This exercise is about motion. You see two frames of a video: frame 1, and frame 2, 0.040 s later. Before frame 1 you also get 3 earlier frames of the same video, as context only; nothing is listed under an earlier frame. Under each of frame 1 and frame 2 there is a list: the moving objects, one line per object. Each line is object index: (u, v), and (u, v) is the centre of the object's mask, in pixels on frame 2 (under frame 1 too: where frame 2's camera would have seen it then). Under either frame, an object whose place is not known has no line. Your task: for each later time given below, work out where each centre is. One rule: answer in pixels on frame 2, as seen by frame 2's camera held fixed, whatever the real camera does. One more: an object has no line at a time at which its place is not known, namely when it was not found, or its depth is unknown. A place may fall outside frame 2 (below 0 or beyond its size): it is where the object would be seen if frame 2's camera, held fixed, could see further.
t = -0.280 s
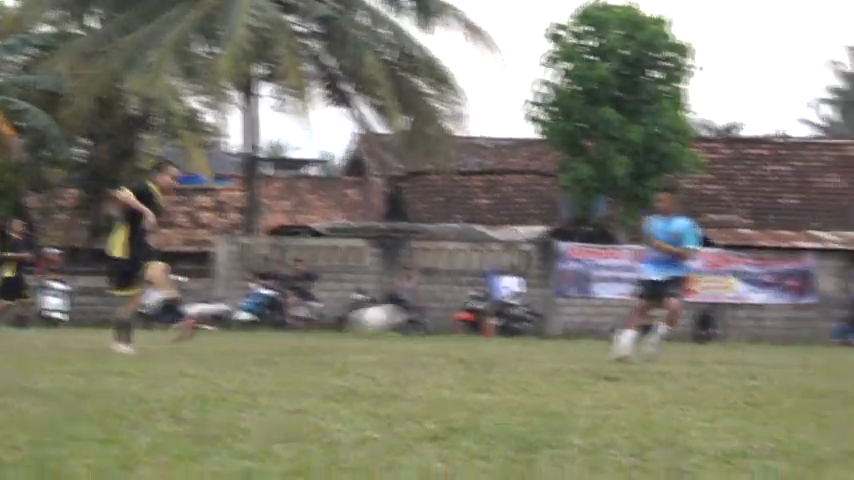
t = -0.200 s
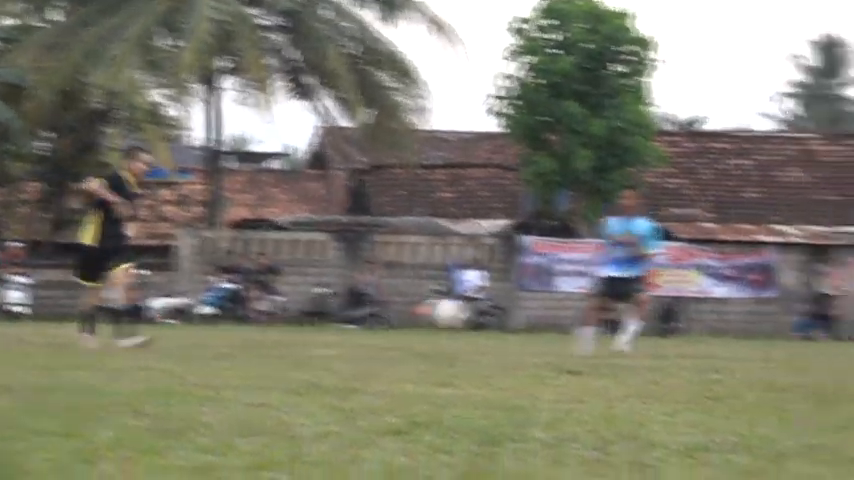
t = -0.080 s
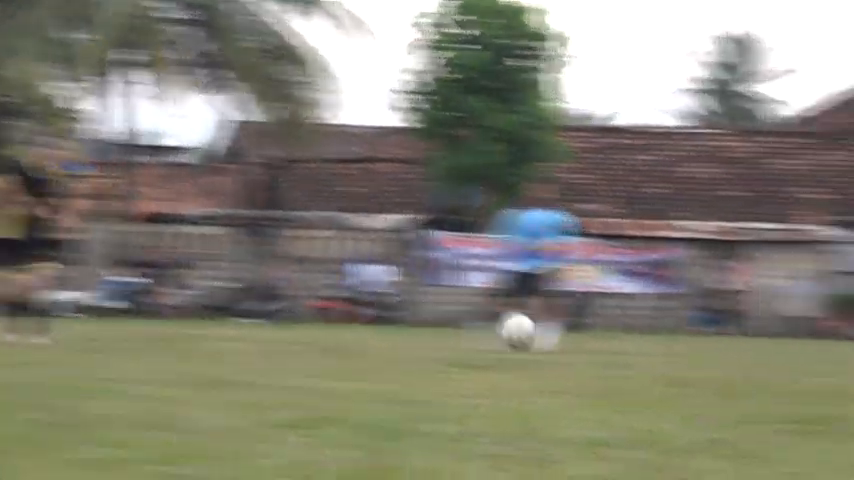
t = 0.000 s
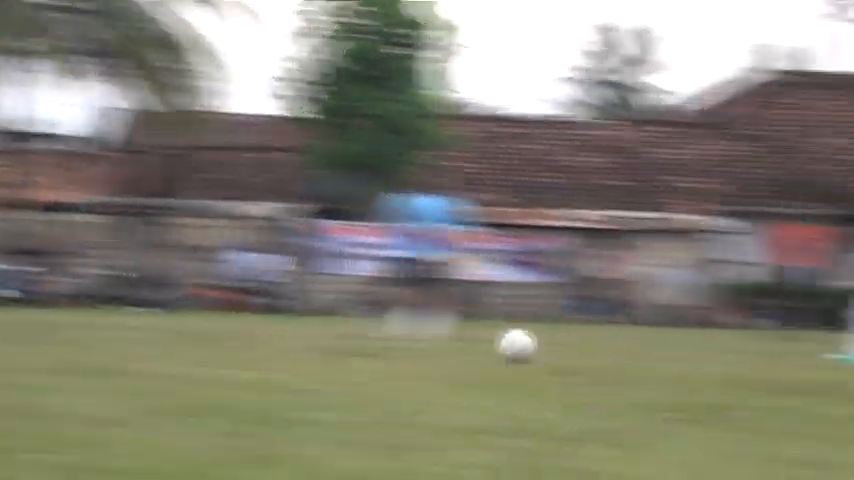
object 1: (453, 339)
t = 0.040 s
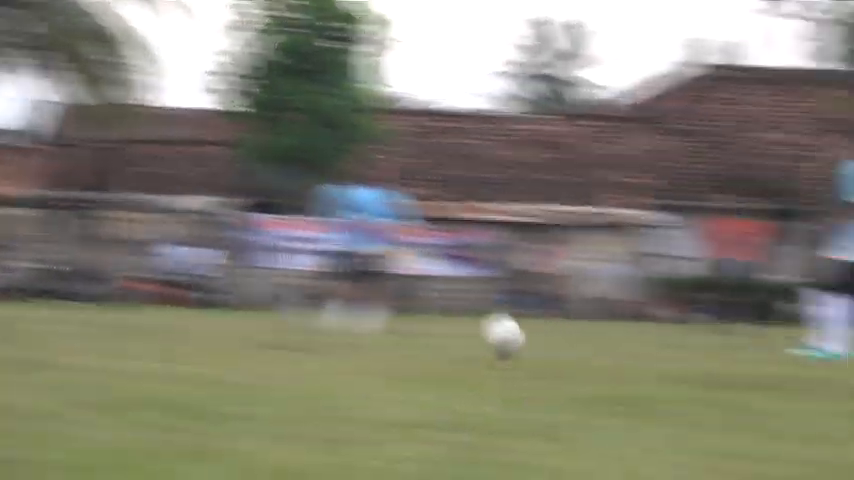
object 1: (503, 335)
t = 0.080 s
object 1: (552, 328)
